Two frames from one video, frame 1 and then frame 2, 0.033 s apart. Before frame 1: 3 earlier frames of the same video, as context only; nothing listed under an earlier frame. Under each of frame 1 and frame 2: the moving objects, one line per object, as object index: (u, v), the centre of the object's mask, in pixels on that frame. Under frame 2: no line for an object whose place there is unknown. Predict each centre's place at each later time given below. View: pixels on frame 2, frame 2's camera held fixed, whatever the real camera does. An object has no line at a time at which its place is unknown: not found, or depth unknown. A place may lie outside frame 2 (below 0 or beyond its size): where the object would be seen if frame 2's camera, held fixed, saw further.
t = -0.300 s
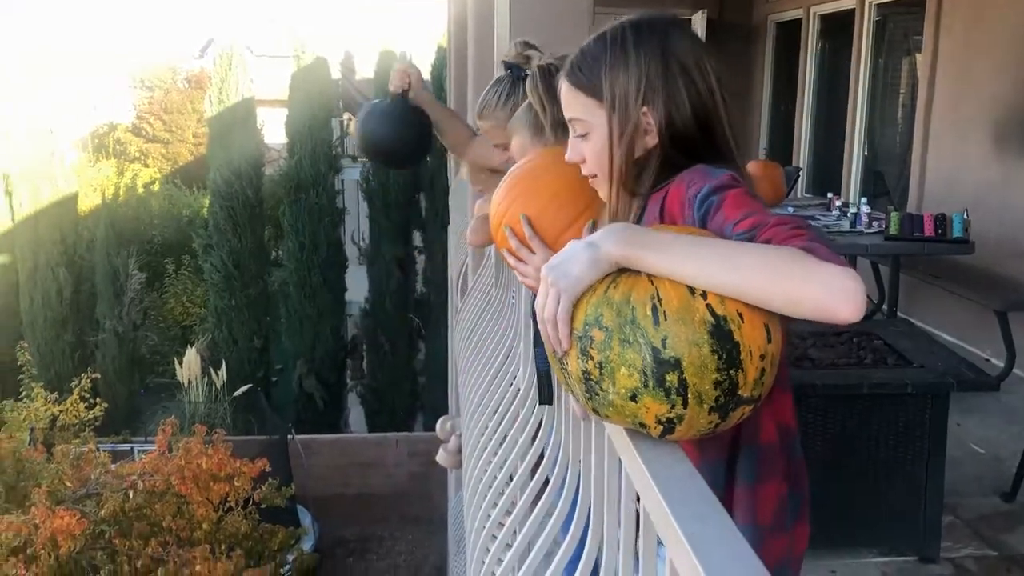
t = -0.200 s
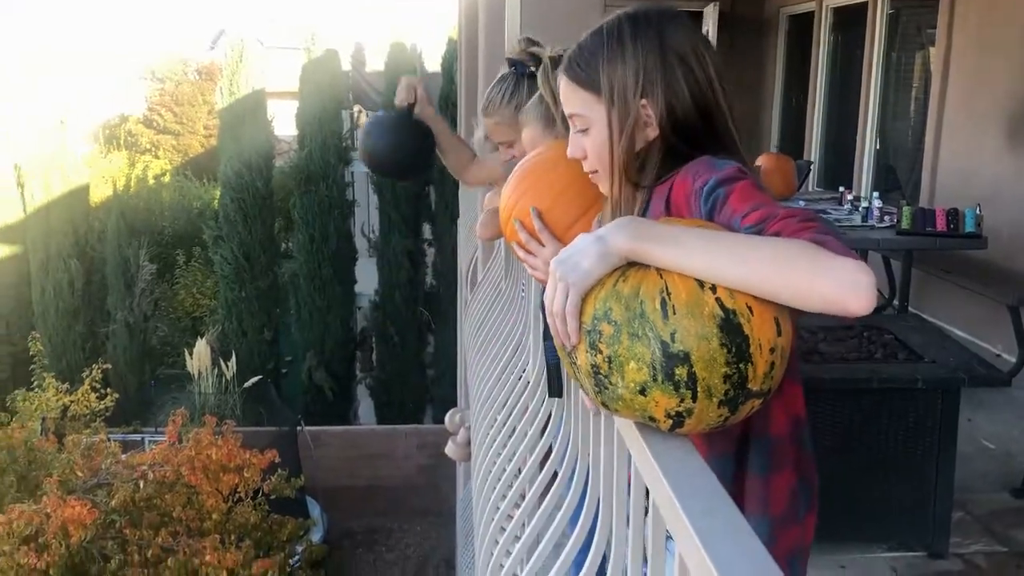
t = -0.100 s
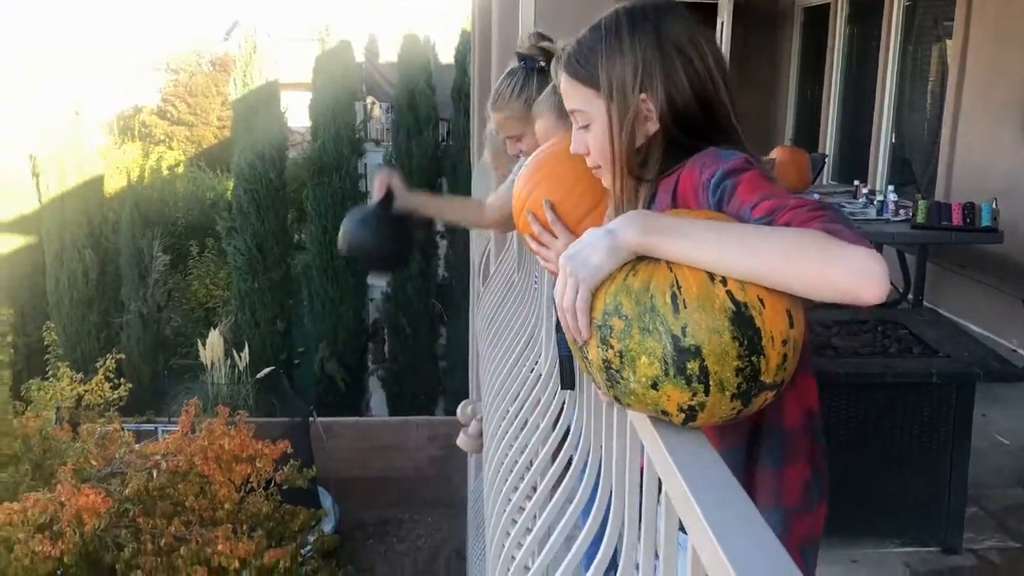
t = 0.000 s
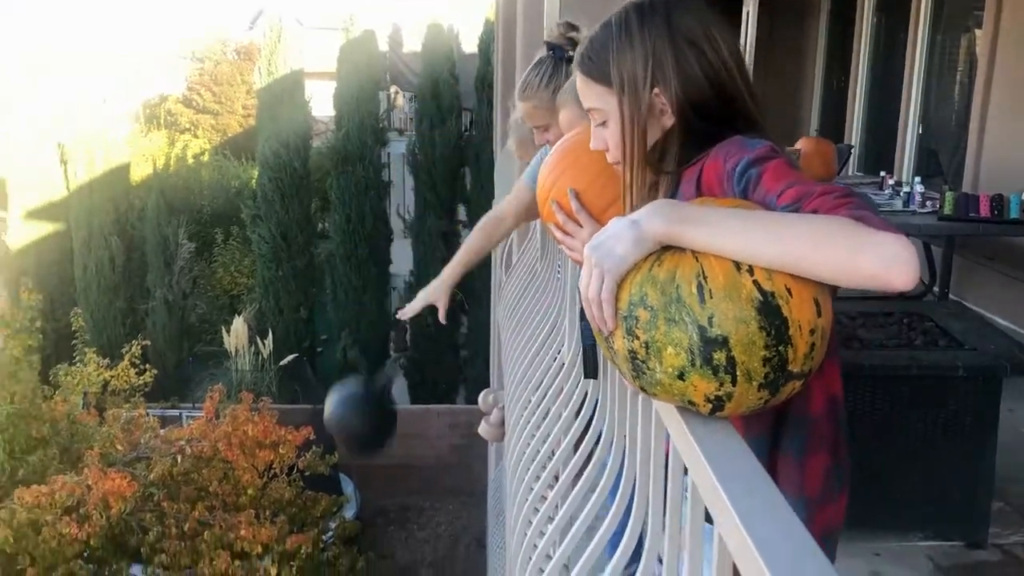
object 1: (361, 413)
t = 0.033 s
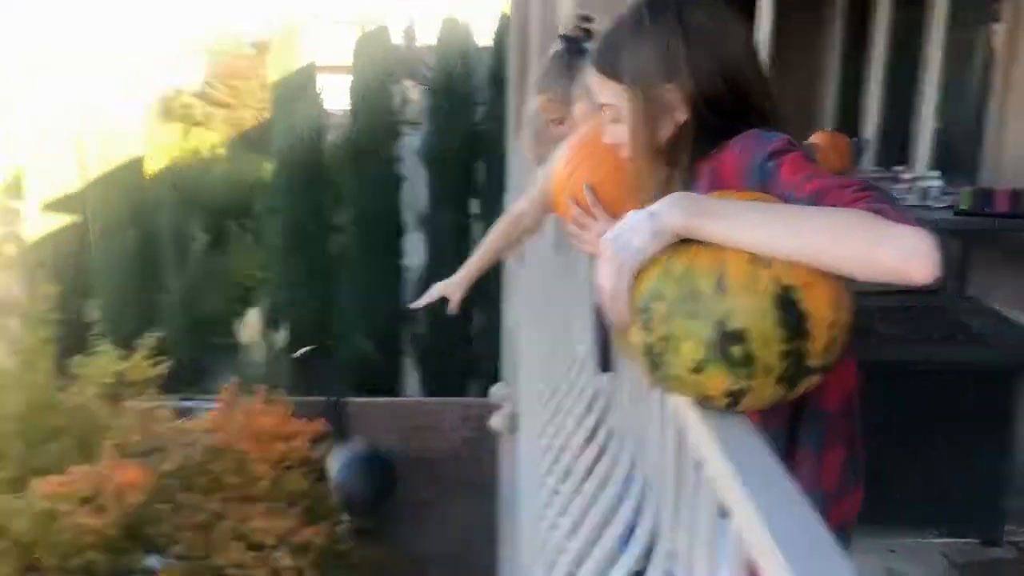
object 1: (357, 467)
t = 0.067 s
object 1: (347, 515)
